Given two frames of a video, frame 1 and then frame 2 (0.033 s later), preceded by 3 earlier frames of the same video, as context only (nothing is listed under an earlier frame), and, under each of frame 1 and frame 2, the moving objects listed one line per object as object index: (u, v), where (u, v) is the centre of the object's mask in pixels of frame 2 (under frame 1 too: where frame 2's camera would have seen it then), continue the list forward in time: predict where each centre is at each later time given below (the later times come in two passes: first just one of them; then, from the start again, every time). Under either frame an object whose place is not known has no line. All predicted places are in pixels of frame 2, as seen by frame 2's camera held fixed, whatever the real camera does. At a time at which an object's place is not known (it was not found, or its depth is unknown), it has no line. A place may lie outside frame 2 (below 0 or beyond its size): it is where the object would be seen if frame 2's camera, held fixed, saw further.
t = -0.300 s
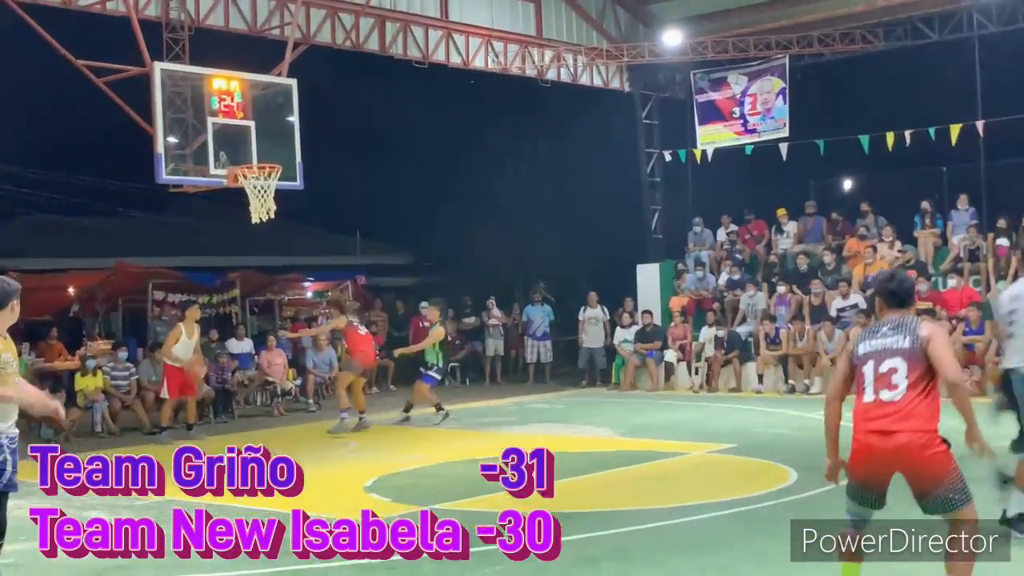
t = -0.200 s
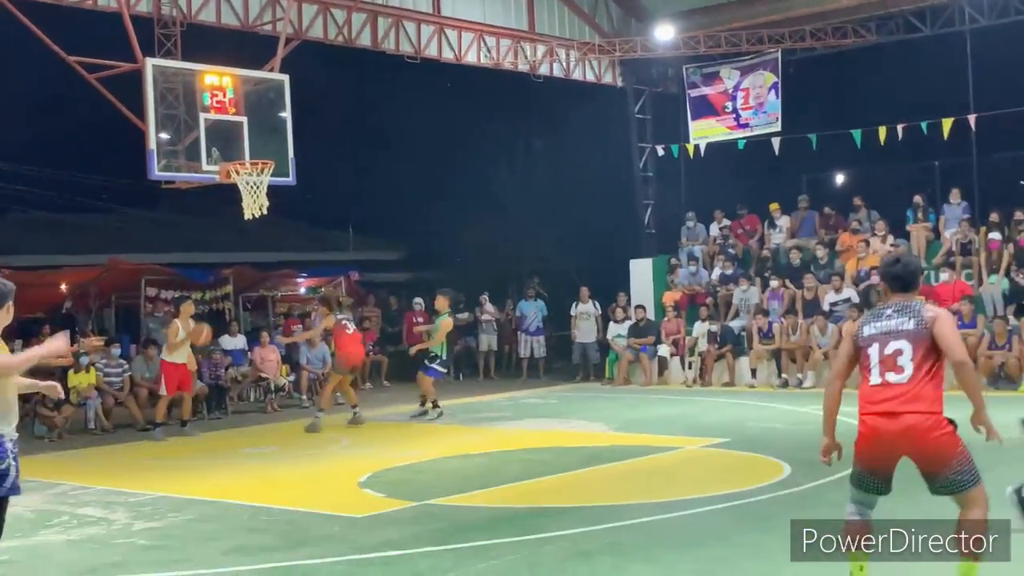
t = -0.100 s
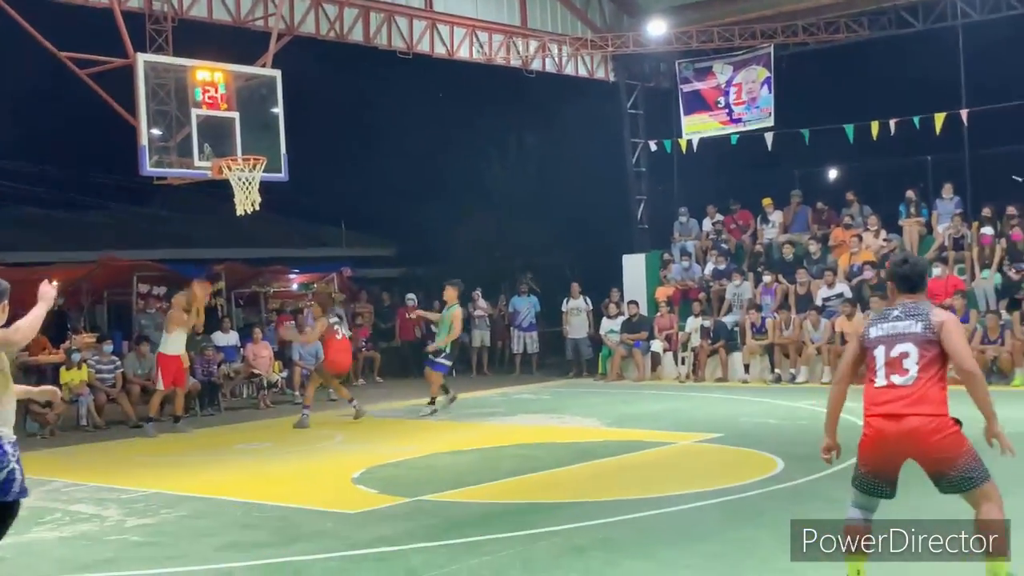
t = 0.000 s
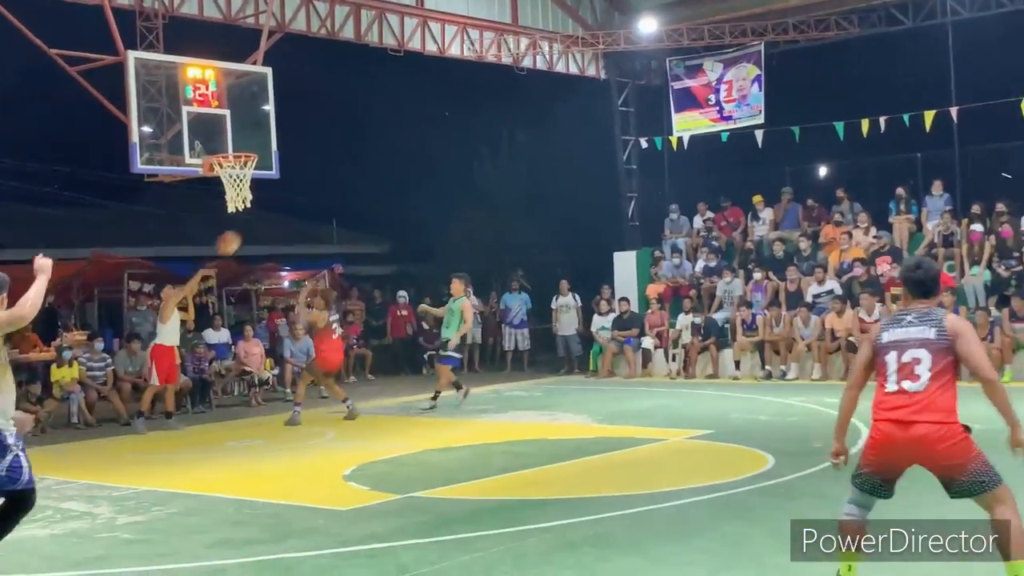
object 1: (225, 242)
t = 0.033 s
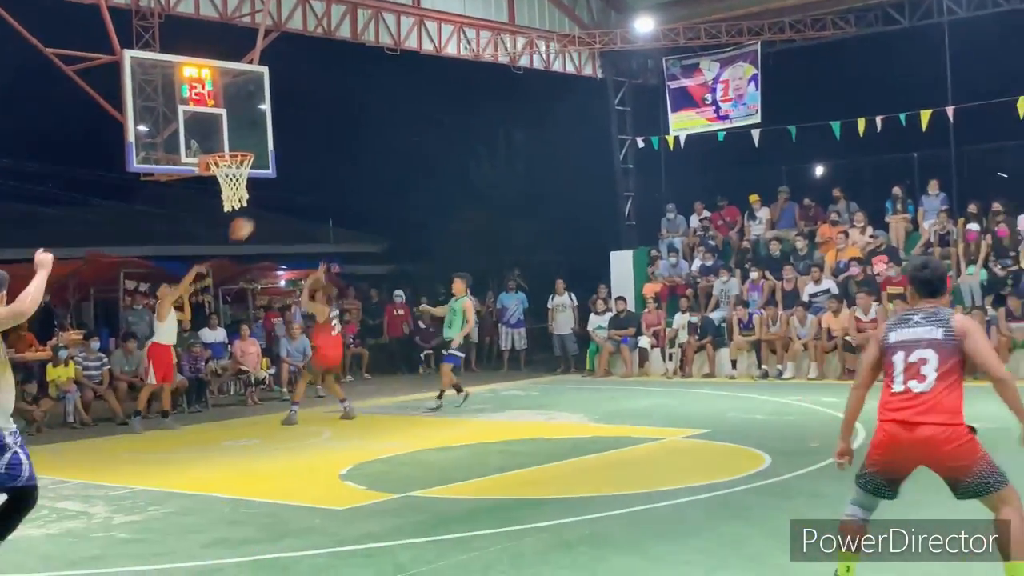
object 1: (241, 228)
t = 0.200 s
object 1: (323, 172)
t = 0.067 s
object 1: (257, 216)
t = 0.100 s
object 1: (274, 203)
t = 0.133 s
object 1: (291, 192)
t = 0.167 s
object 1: (307, 181)
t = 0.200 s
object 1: (323, 172)
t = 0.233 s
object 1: (340, 163)
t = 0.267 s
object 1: (357, 156)
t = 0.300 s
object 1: (373, 149)
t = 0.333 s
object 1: (389, 144)
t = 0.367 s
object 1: (406, 139)
